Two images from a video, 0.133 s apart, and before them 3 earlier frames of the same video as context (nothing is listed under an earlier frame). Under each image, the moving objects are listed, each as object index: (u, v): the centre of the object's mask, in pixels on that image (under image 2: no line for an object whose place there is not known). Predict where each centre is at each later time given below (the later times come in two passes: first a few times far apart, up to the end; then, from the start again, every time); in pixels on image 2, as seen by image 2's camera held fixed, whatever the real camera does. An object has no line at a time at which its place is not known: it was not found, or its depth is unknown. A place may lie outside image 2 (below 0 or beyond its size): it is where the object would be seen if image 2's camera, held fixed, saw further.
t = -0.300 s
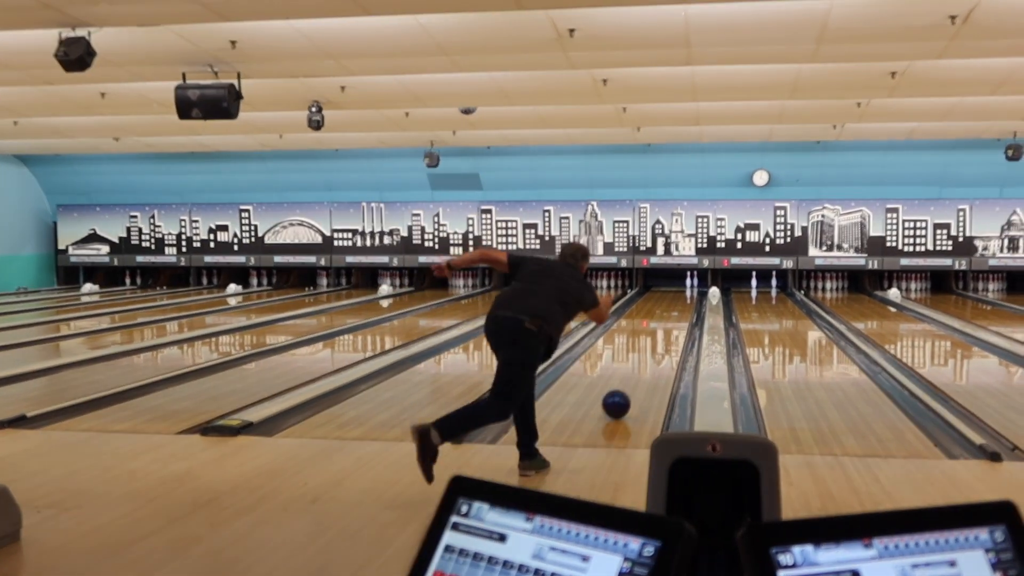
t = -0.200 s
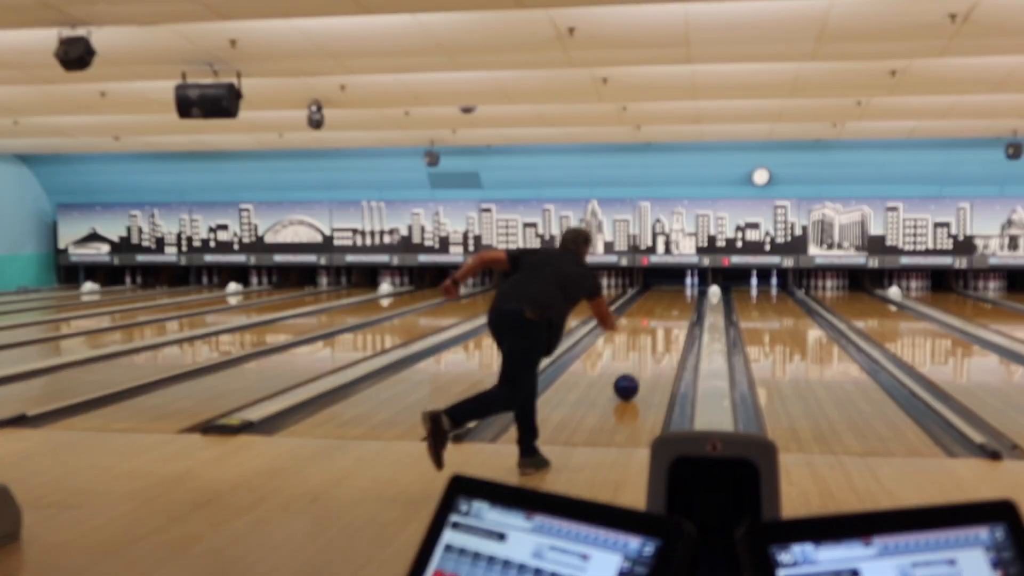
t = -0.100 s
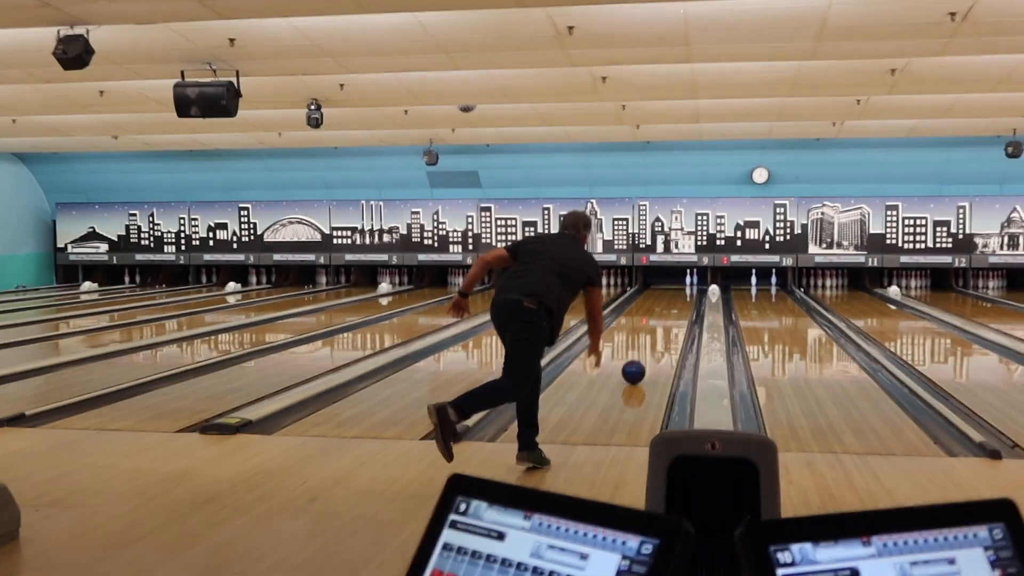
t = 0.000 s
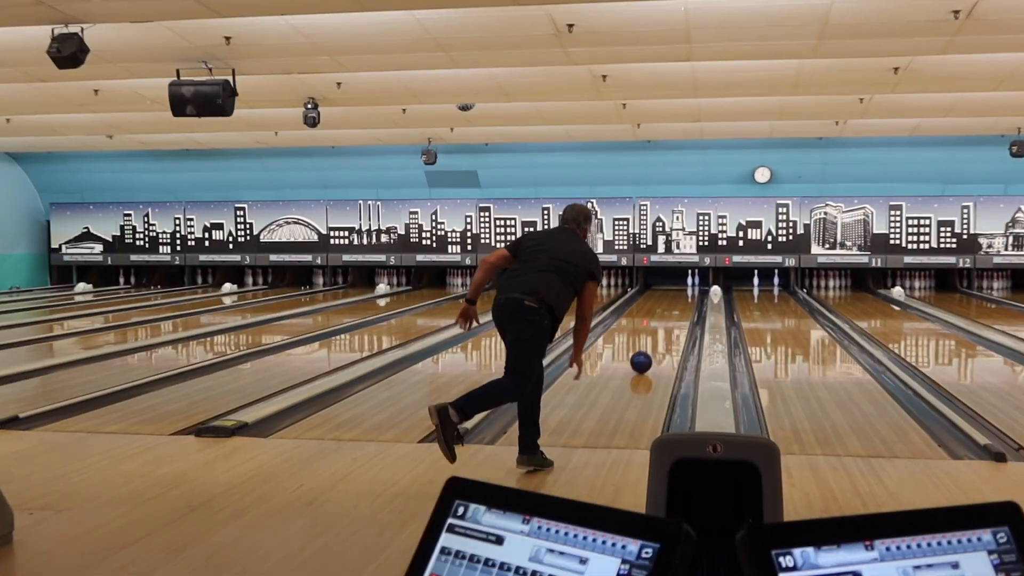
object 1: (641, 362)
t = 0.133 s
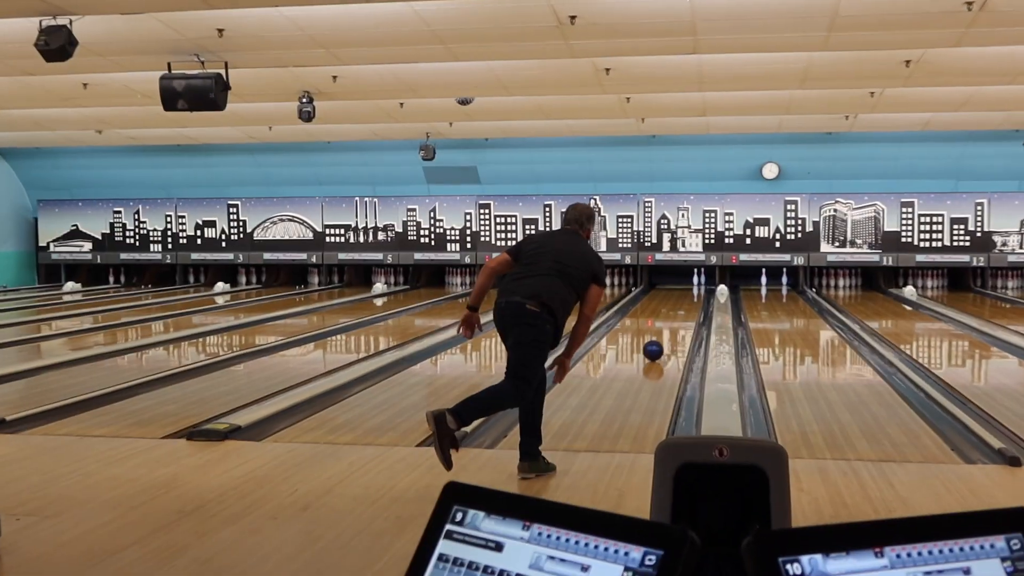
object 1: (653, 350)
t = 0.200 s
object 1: (656, 345)
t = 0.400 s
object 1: (666, 331)
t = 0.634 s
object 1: (676, 319)
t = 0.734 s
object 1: (680, 314)
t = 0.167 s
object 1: (655, 348)
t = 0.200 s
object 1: (656, 345)
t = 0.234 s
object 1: (658, 342)
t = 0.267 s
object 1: (660, 340)
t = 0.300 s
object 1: (662, 338)
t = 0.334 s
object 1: (663, 336)
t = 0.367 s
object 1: (665, 333)
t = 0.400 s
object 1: (666, 331)
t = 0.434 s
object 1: (668, 329)
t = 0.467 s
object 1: (669, 327)
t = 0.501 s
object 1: (671, 325)
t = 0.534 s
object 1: (672, 324)
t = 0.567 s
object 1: (673, 322)
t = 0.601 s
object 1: (675, 320)
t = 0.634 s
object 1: (676, 319)
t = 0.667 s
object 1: (677, 317)
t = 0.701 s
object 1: (678, 315)
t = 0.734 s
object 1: (680, 314)
